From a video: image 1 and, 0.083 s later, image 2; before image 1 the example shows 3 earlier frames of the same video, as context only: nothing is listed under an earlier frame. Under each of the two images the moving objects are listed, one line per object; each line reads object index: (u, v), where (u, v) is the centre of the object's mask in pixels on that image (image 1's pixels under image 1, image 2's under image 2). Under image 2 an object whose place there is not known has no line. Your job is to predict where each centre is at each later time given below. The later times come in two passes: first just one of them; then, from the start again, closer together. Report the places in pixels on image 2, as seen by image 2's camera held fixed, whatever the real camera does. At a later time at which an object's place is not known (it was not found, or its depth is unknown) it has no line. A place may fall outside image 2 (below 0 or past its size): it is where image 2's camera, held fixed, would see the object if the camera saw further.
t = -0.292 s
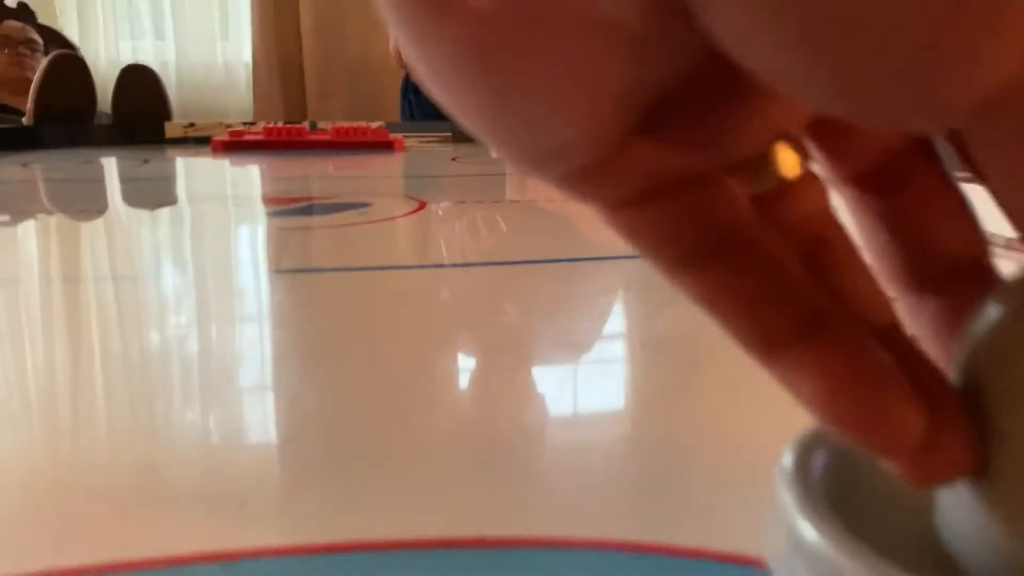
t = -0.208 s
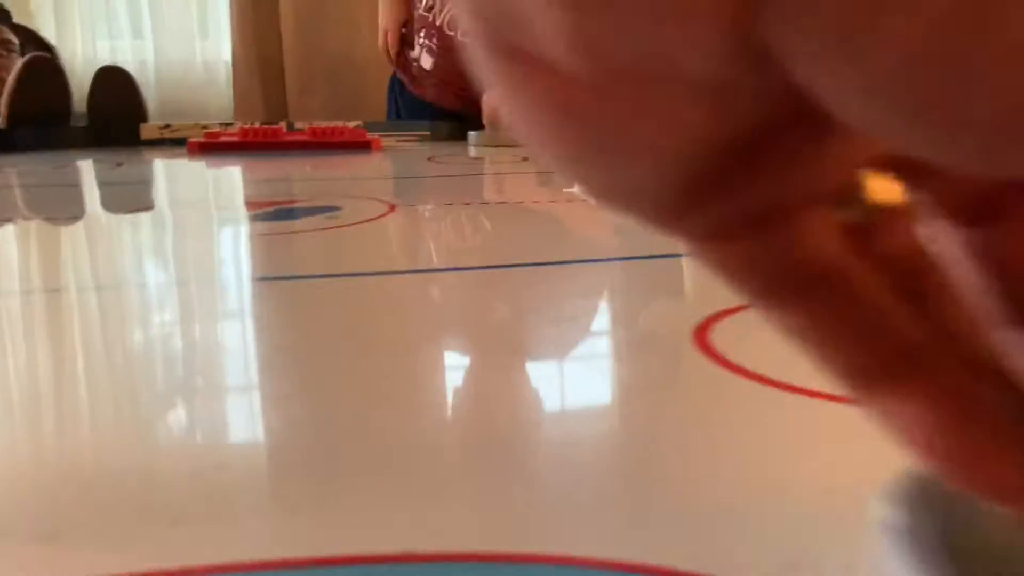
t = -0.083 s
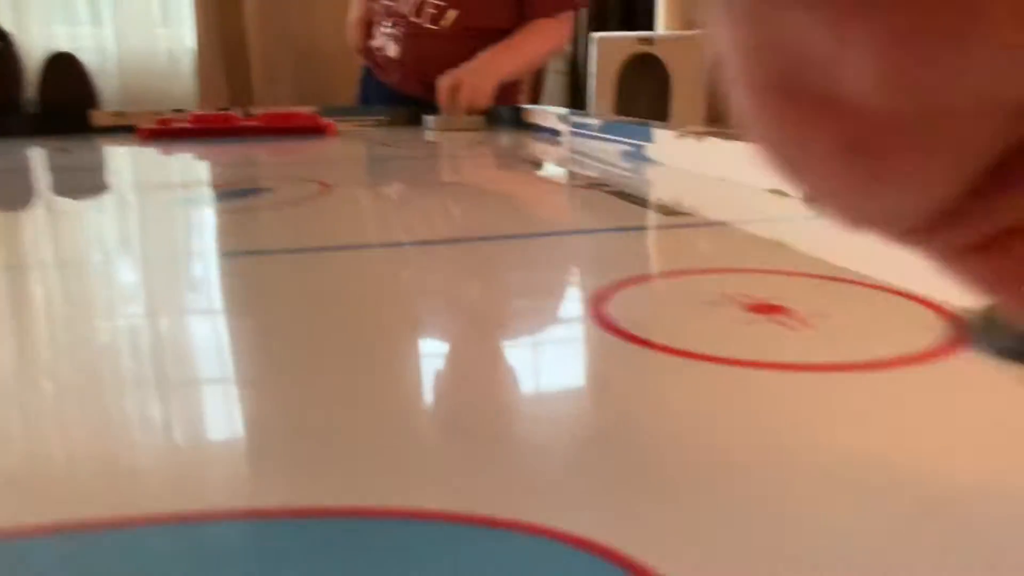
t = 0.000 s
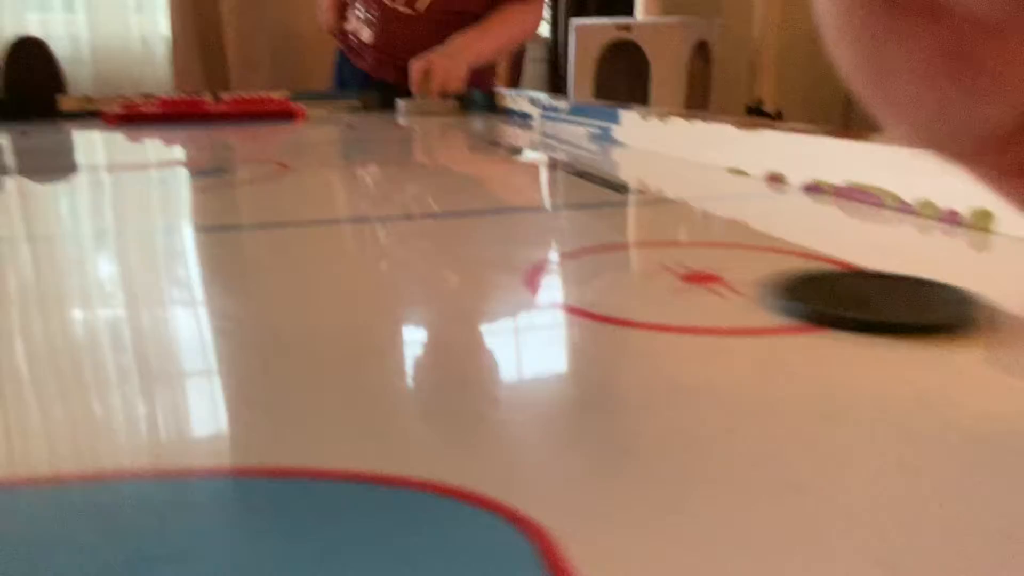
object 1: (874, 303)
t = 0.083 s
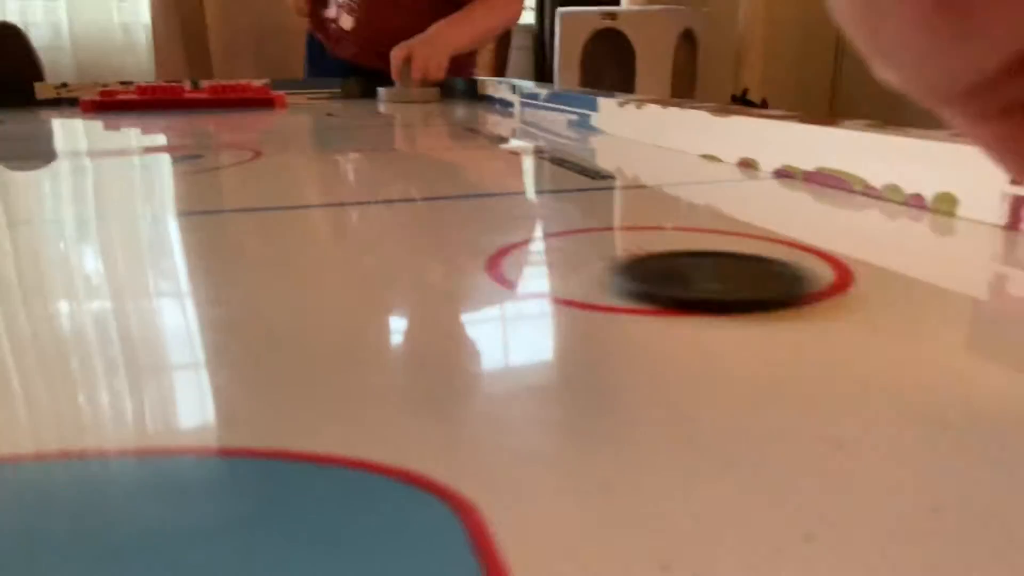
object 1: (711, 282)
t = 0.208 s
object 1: (615, 282)
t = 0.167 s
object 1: (656, 281)
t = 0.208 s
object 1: (615, 282)
